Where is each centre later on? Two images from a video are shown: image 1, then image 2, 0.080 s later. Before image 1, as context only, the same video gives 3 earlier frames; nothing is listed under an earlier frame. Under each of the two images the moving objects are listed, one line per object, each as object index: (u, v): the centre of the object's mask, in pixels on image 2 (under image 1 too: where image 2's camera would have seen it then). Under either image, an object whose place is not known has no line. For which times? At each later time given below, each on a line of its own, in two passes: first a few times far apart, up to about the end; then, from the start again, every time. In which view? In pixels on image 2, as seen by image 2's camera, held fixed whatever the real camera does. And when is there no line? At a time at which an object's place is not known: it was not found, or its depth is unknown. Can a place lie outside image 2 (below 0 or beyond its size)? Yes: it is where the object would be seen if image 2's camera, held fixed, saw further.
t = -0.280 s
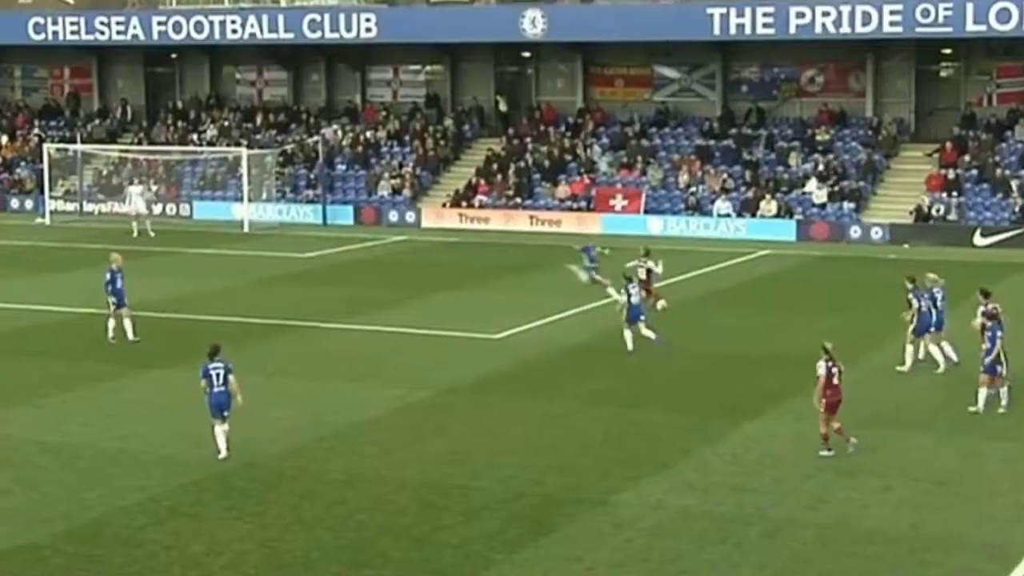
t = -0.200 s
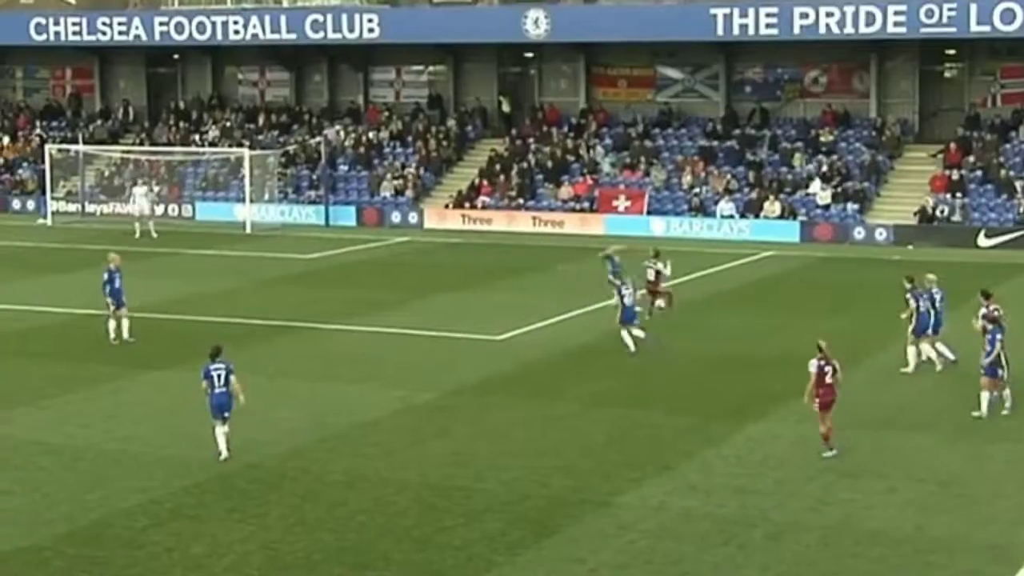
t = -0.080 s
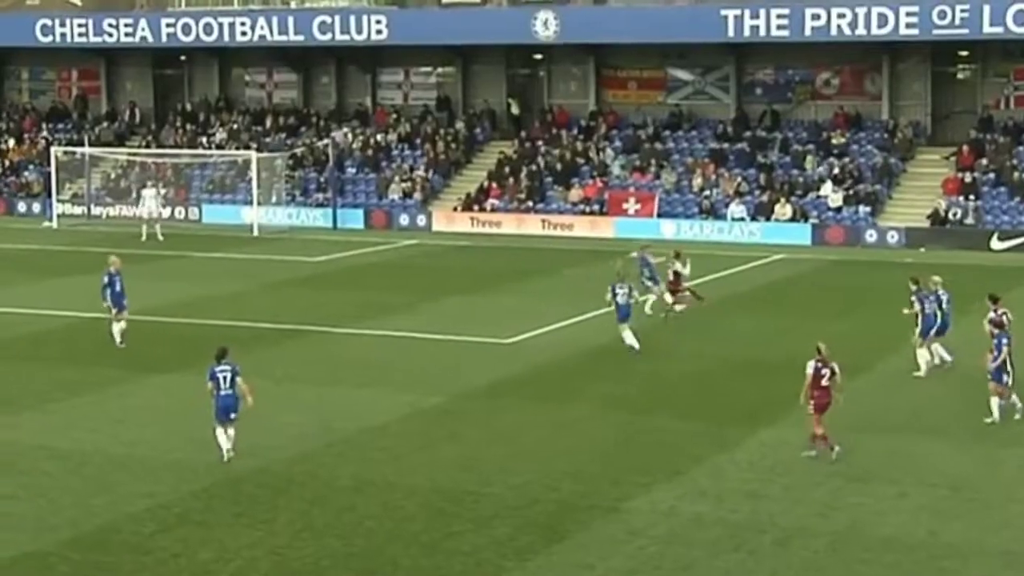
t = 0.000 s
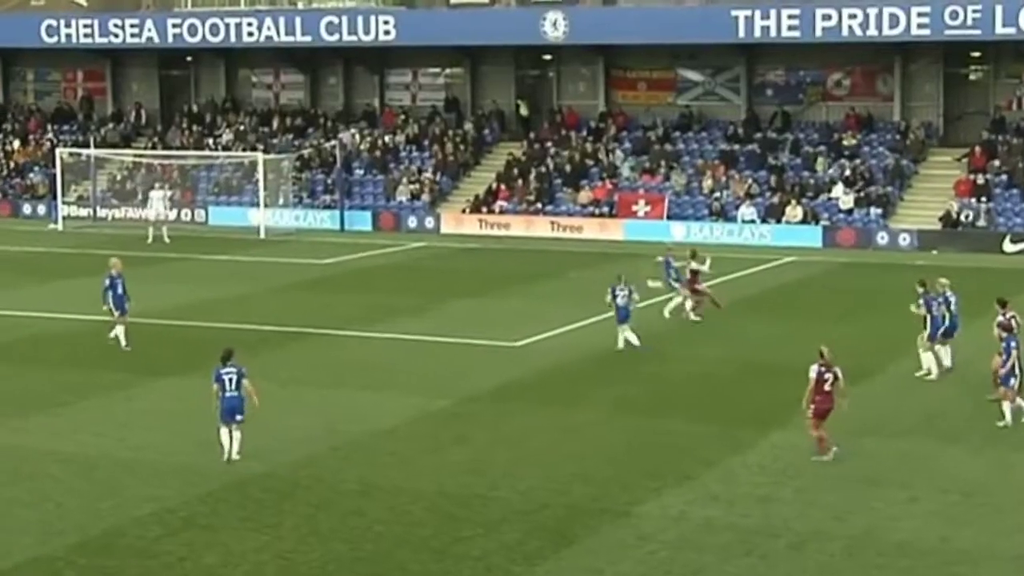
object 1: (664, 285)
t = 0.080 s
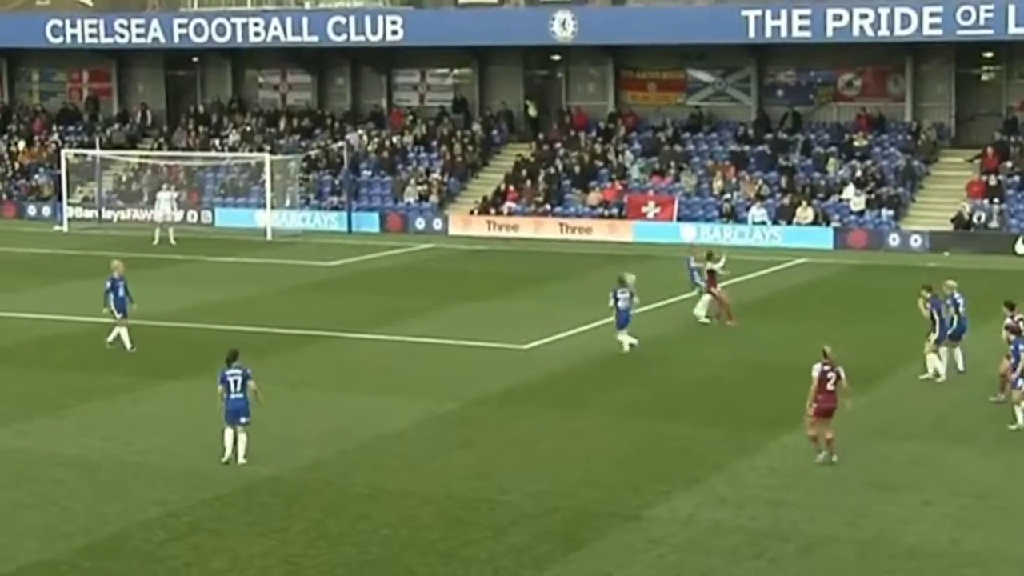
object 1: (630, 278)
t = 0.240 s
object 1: (556, 267)
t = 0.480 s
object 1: (458, 275)
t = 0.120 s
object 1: (607, 274)
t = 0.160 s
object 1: (591, 271)
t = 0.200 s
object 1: (573, 269)
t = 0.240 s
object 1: (556, 267)
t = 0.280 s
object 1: (539, 266)
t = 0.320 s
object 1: (521, 266)
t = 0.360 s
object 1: (505, 268)
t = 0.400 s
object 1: (489, 270)
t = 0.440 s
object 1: (474, 272)
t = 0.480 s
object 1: (458, 275)
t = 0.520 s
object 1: (442, 278)
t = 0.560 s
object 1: (427, 281)
